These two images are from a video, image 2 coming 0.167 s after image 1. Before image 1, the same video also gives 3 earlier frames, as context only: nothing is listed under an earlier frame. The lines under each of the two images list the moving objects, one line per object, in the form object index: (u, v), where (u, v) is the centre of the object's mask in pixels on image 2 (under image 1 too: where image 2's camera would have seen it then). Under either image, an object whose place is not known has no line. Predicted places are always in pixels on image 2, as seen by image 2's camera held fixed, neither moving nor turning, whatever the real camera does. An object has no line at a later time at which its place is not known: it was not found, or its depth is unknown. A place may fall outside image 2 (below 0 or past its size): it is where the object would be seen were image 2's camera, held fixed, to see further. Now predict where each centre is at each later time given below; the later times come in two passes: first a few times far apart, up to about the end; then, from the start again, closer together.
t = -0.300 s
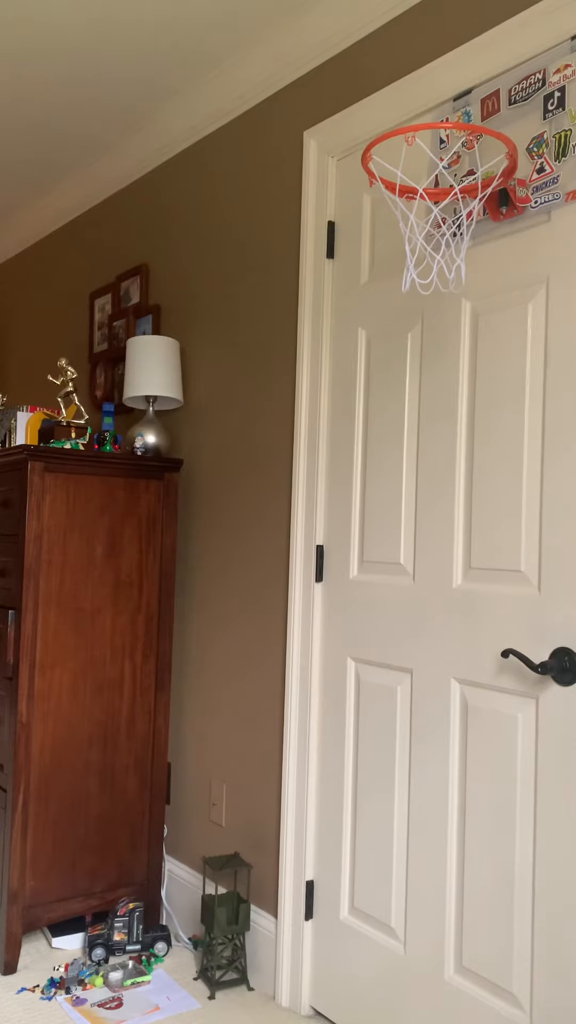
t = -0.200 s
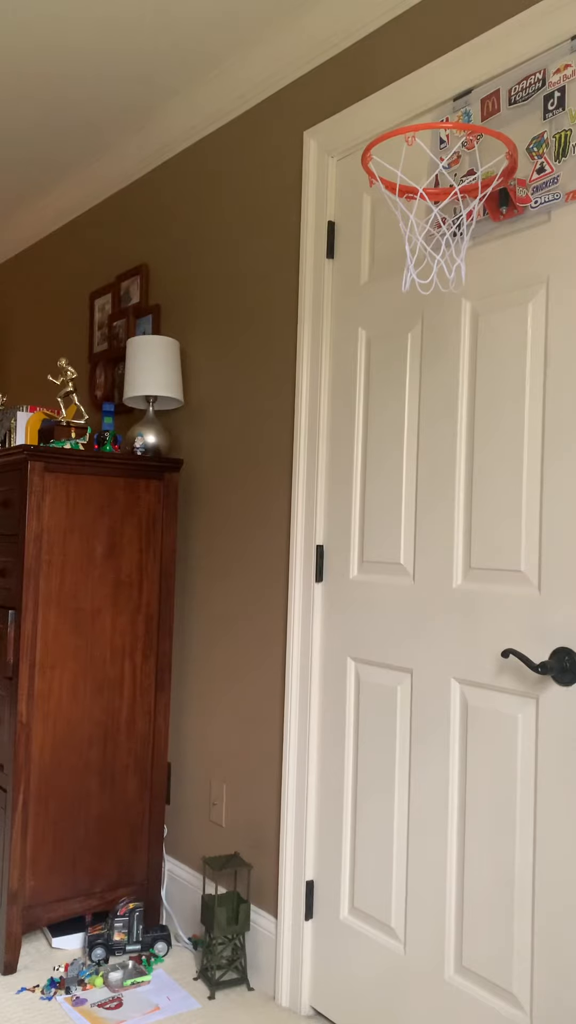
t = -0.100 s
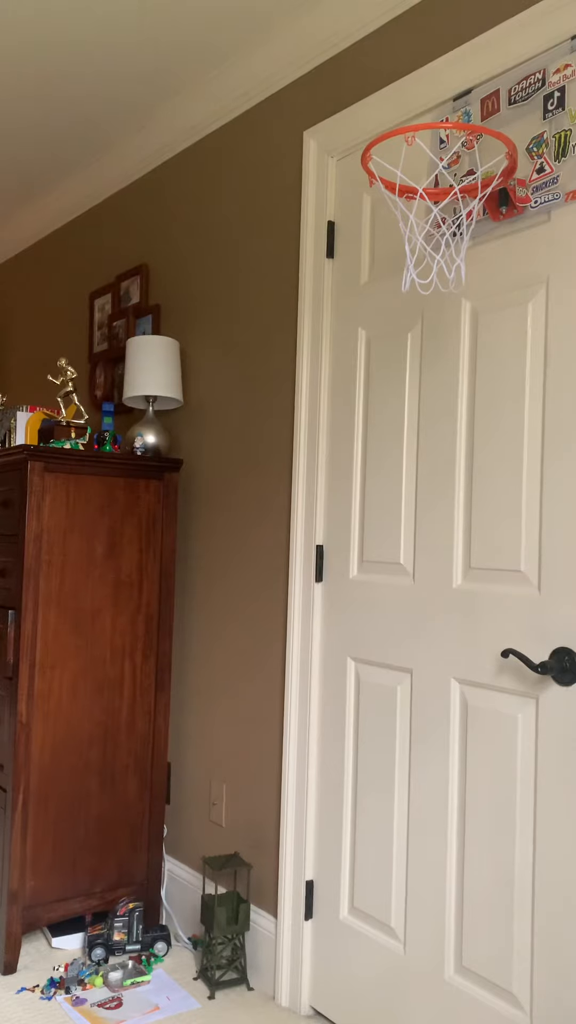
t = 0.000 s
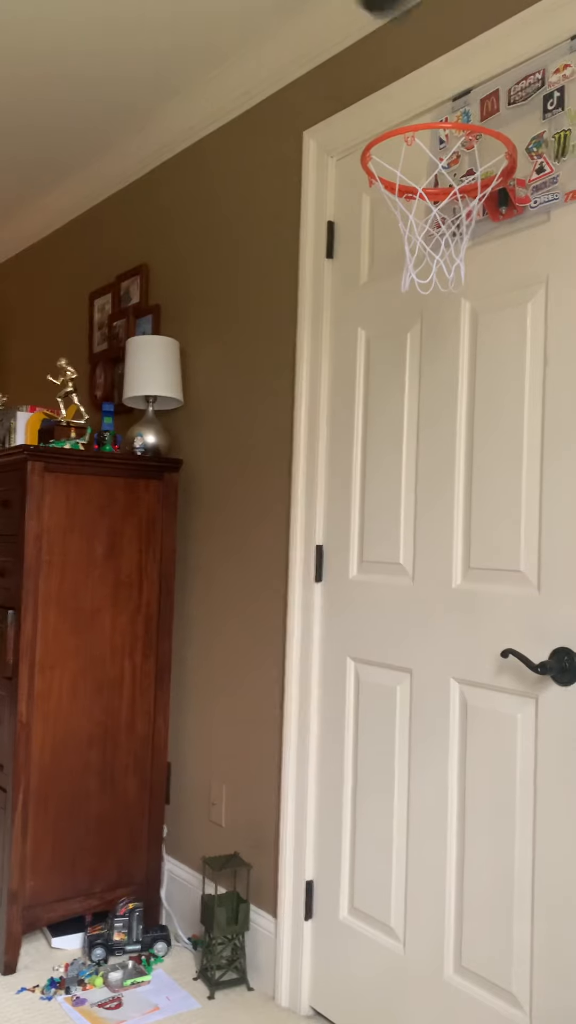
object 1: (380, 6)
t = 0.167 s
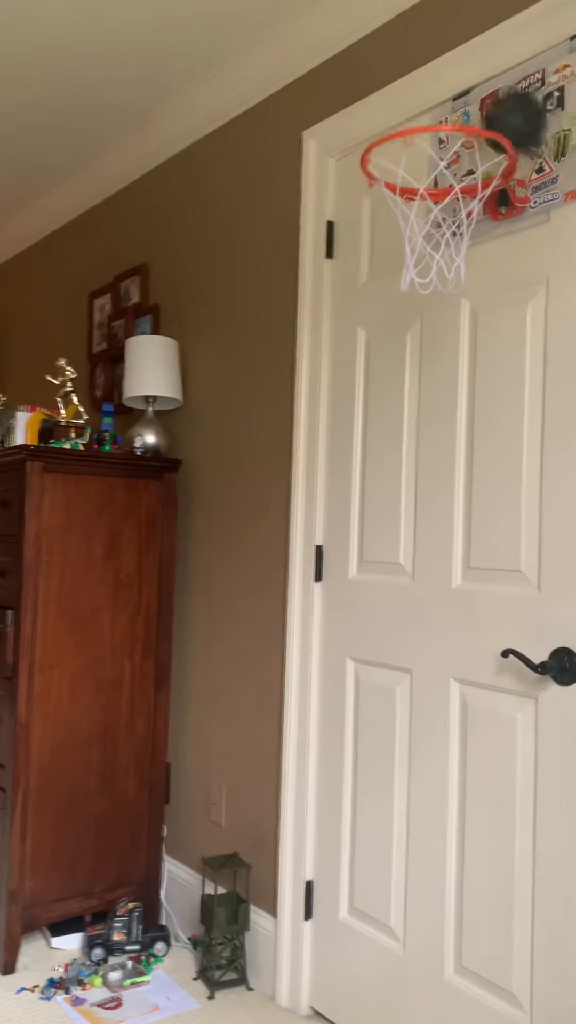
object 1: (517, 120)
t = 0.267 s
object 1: (478, 68)
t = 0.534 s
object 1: (340, 217)
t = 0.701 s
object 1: (210, 661)
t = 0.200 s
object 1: (502, 98)
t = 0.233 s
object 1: (490, 80)
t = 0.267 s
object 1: (478, 68)
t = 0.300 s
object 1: (462, 59)
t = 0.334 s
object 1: (449, 60)
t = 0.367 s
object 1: (433, 65)
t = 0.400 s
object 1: (417, 79)
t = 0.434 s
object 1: (399, 100)
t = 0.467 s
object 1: (381, 129)
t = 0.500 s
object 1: (361, 169)
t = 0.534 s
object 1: (340, 217)
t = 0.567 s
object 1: (317, 279)
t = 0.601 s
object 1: (290, 352)
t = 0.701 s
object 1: (210, 661)
